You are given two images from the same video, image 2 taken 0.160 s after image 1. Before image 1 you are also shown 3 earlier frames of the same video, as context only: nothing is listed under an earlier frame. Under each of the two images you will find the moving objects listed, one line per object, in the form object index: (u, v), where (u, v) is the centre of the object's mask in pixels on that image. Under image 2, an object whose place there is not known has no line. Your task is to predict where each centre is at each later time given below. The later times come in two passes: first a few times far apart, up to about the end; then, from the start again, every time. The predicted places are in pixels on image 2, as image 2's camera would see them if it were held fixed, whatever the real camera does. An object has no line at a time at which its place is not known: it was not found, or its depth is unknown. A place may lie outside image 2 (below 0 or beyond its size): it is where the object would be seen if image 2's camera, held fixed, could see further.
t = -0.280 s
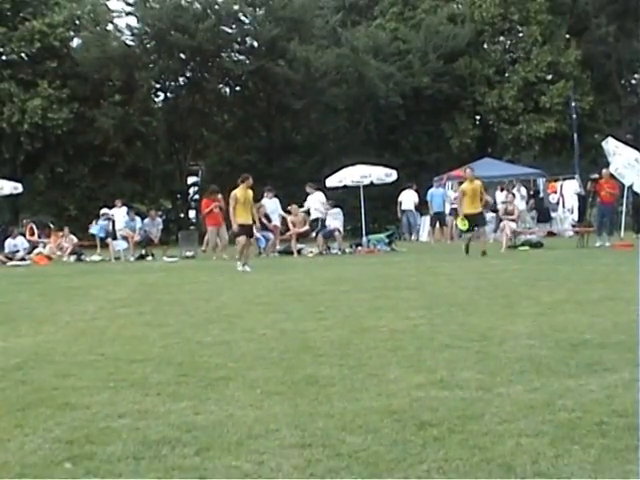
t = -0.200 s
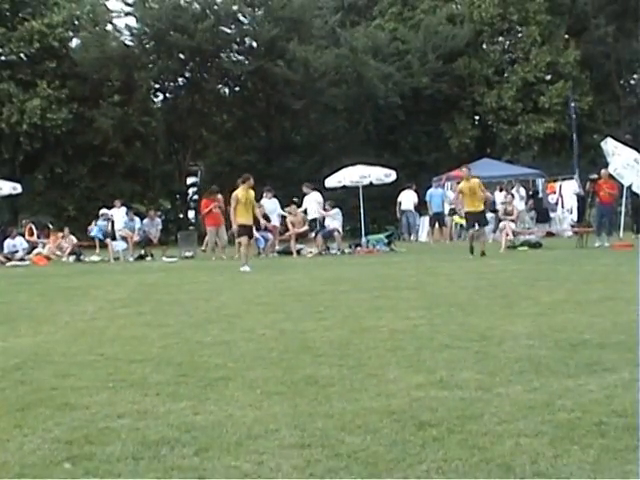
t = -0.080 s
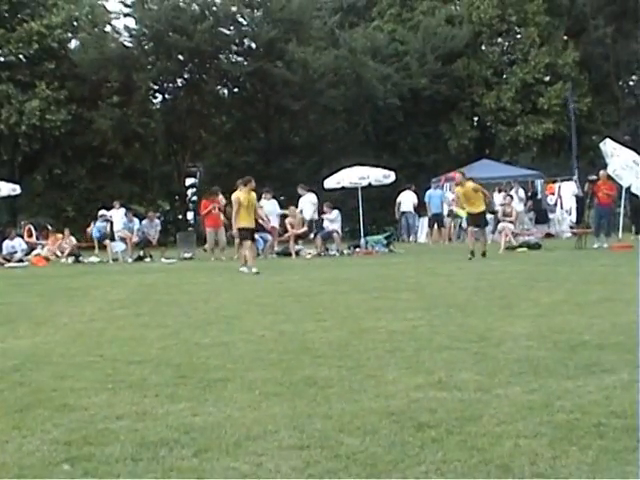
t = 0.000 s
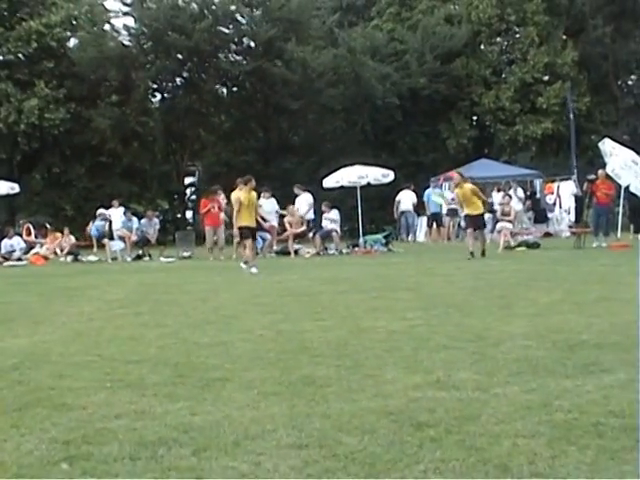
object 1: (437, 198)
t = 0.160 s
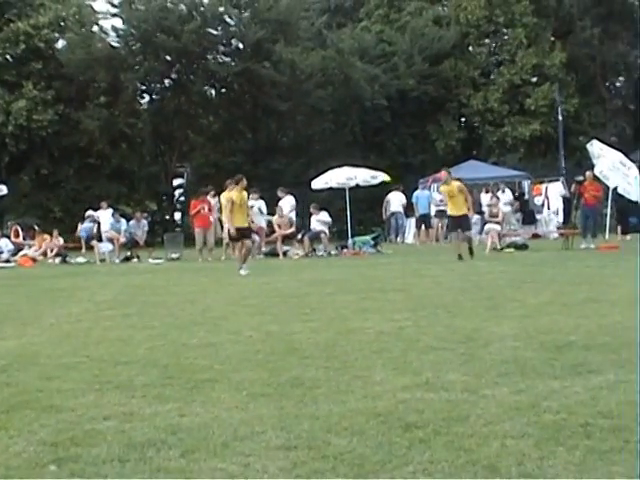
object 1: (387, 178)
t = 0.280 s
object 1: (354, 162)
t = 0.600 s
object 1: (286, 139)
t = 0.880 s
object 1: (236, 142)
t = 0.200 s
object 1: (375, 171)
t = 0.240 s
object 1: (363, 165)
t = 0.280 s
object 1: (354, 162)
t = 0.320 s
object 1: (344, 158)
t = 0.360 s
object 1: (336, 154)
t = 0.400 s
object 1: (327, 150)
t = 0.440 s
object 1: (318, 147)
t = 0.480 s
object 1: (310, 145)
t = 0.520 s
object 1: (302, 143)
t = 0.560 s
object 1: (293, 141)
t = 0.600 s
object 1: (286, 139)
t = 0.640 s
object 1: (278, 138)
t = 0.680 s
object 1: (270, 138)
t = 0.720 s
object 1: (263, 138)
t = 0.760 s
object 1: (256, 138)
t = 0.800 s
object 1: (249, 139)
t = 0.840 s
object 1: (242, 140)
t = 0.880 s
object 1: (236, 142)
